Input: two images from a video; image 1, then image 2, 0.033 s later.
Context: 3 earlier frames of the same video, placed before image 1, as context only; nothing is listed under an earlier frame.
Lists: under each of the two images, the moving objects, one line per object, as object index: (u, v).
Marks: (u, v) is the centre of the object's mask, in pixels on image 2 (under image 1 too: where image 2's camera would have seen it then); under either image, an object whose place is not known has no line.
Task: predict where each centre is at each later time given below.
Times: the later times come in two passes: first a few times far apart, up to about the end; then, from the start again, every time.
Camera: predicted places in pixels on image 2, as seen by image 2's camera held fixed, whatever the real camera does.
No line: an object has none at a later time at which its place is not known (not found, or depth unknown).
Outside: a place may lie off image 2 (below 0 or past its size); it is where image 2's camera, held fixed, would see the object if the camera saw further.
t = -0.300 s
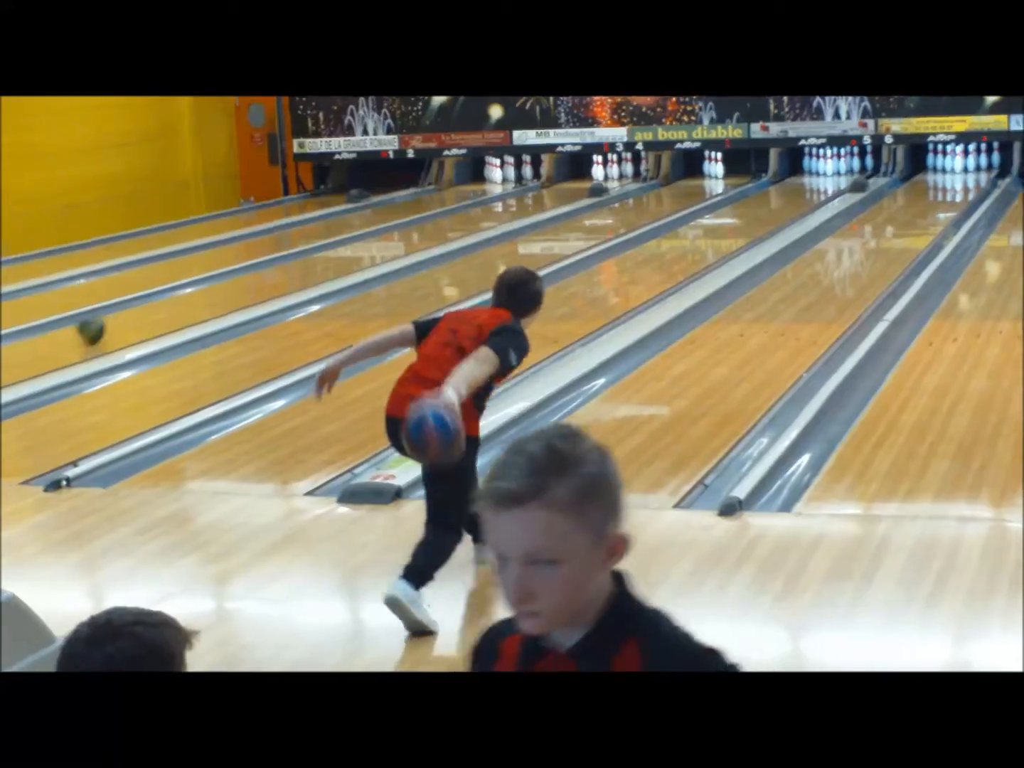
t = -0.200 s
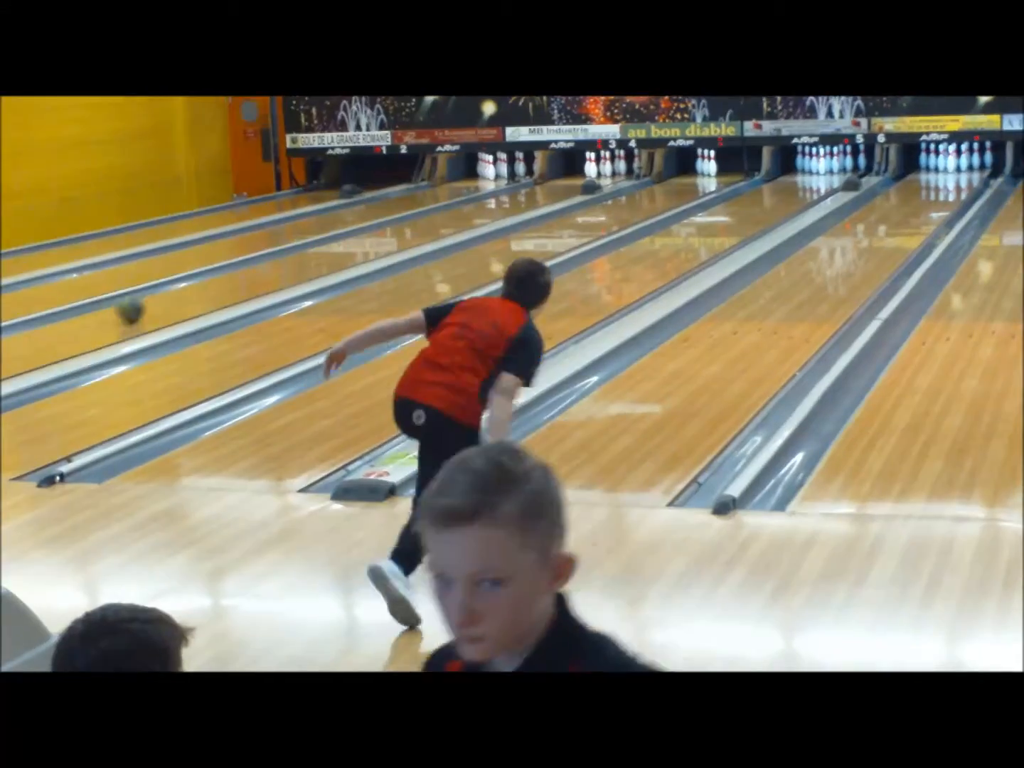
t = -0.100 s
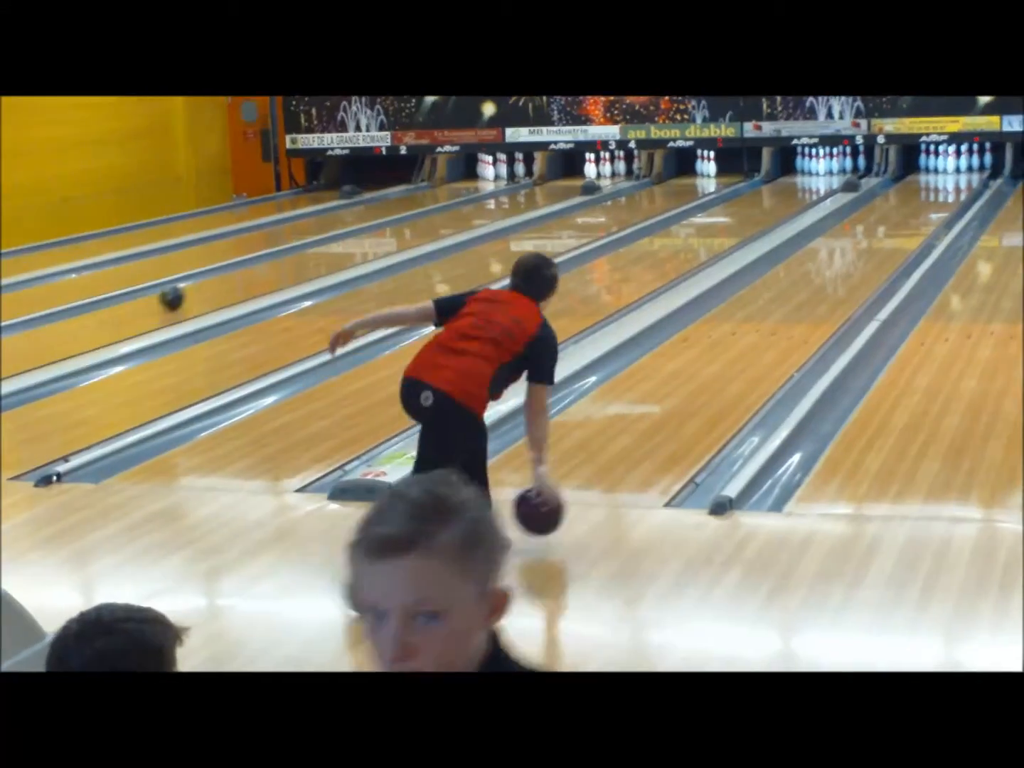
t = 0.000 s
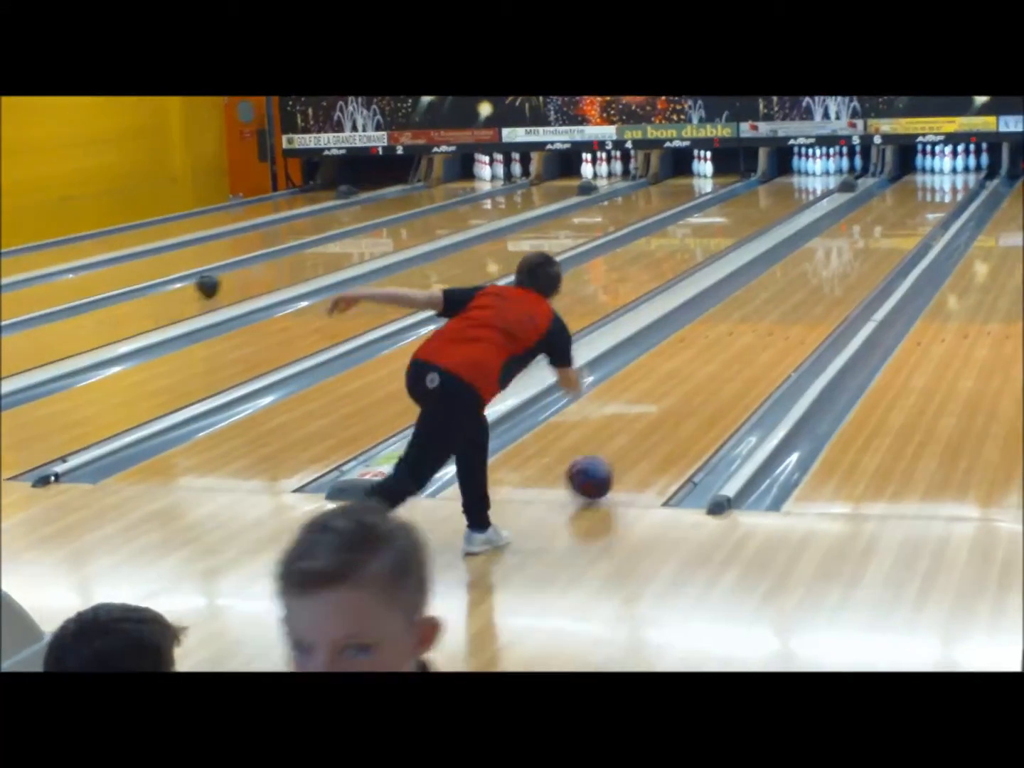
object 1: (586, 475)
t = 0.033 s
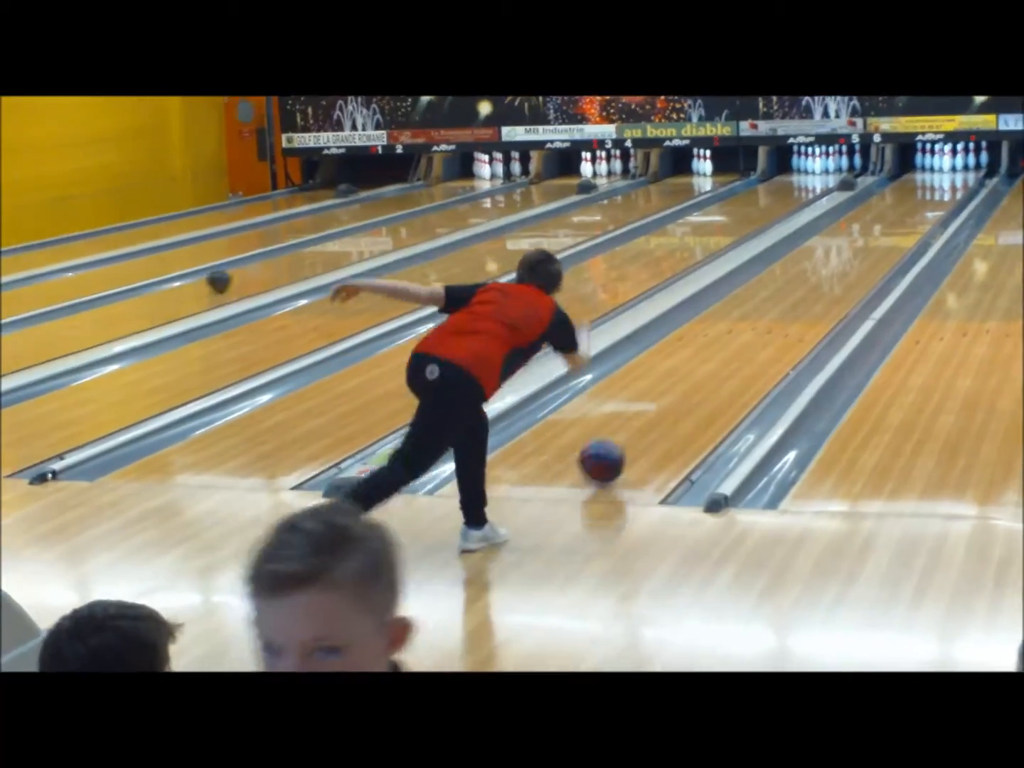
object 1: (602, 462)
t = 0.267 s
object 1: (688, 394)
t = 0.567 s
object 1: (764, 329)
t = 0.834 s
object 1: (811, 290)
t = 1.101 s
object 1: (849, 258)
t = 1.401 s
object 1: (880, 232)
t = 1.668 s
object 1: (901, 214)
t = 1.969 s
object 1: (920, 194)
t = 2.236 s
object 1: (934, 181)
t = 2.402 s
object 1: (942, 174)
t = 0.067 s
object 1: (616, 450)
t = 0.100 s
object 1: (630, 442)
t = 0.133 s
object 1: (642, 432)
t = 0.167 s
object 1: (654, 422)
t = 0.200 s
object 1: (665, 412)
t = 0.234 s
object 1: (677, 403)
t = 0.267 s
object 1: (688, 394)
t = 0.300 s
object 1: (698, 385)
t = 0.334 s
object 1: (707, 377)
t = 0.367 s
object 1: (717, 370)
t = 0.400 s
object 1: (725, 363)
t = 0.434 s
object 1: (734, 356)
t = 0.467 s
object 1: (742, 349)
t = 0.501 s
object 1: (750, 342)
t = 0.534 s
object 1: (757, 336)
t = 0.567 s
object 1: (764, 329)
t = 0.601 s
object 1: (771, 324)
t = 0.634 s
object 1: (778, 319)
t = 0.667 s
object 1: (784, 313)
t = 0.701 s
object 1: (789, 308)
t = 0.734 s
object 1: (796, 304)
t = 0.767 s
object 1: (802, 299)
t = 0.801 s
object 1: (807, 294)
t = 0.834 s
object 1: (811, 290)
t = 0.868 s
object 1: (818, 285)
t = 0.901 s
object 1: (823, 282)
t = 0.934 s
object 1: (827, 277)
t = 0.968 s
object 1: (832, 273)
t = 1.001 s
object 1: (837, 270)
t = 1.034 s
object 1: (840, 266)
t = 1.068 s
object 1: (844, 262)
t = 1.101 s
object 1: (849, 258)
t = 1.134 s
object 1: (852, 255)
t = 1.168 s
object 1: (857, 252)
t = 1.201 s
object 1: (860, 249)
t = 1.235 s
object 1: (863, 246)
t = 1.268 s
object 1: (867, 243)
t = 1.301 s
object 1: (870, 239)
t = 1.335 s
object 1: (873, 236)
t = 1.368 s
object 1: (877, 234)
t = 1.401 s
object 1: (880, 232)
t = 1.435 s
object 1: (882, 229)
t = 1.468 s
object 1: (884, 226)
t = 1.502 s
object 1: (888, 224)
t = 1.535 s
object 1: (891, 222)
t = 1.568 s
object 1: (893, 220)
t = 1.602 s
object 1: (896, 217)
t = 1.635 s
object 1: (898, 215)
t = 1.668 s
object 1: (901, 214)
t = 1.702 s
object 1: (903, 211)
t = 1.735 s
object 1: (906, 209)
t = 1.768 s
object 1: (908, 207)
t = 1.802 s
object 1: (910, 204)
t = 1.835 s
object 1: (912, 201)
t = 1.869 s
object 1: (915, 199)
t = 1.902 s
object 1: (916, 197)
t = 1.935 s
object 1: (918, 196)
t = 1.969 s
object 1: (920, 194)
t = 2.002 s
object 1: (923, 192)
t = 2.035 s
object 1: (925, 191)
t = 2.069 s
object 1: (926, 189)
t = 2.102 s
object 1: (928, 187)
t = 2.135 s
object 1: (929, 185)
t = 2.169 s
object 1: (932, 184)
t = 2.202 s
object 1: (933, 183)
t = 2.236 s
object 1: (934, 181)
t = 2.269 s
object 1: (935, 179)
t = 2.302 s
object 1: (938, 179)
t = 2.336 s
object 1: (939, 178)
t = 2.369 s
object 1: (940, 176)
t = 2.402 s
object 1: (942, 174)
